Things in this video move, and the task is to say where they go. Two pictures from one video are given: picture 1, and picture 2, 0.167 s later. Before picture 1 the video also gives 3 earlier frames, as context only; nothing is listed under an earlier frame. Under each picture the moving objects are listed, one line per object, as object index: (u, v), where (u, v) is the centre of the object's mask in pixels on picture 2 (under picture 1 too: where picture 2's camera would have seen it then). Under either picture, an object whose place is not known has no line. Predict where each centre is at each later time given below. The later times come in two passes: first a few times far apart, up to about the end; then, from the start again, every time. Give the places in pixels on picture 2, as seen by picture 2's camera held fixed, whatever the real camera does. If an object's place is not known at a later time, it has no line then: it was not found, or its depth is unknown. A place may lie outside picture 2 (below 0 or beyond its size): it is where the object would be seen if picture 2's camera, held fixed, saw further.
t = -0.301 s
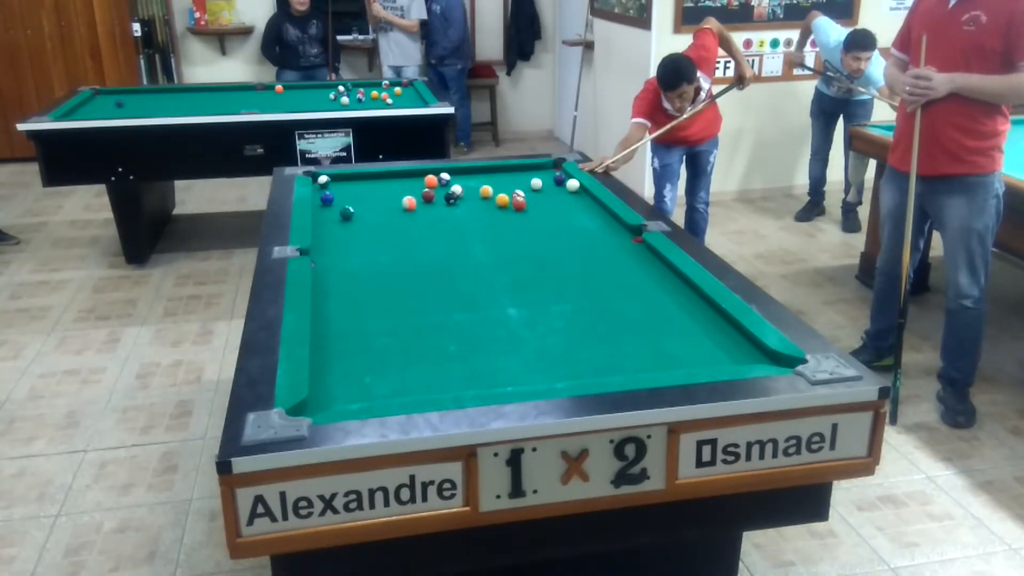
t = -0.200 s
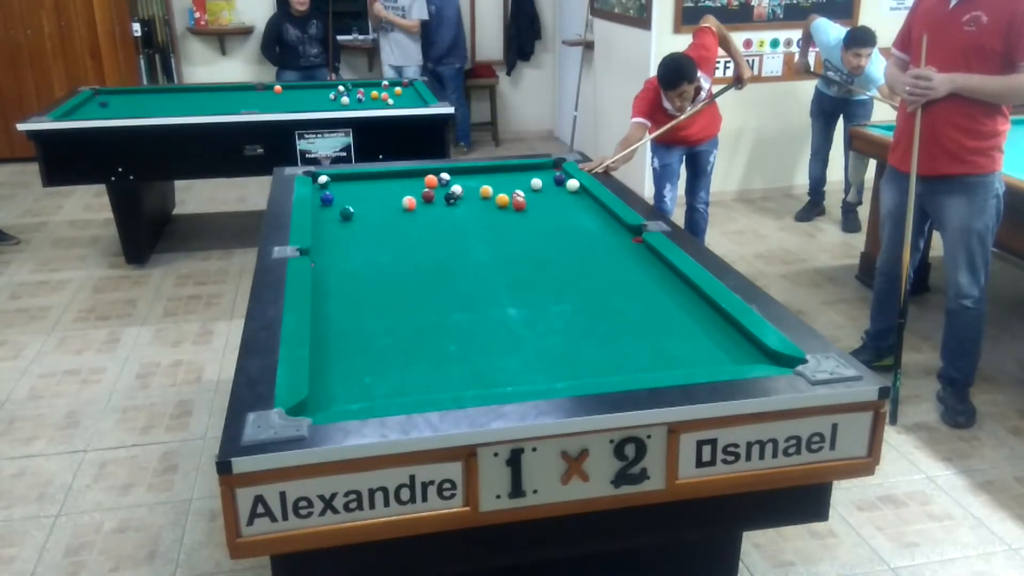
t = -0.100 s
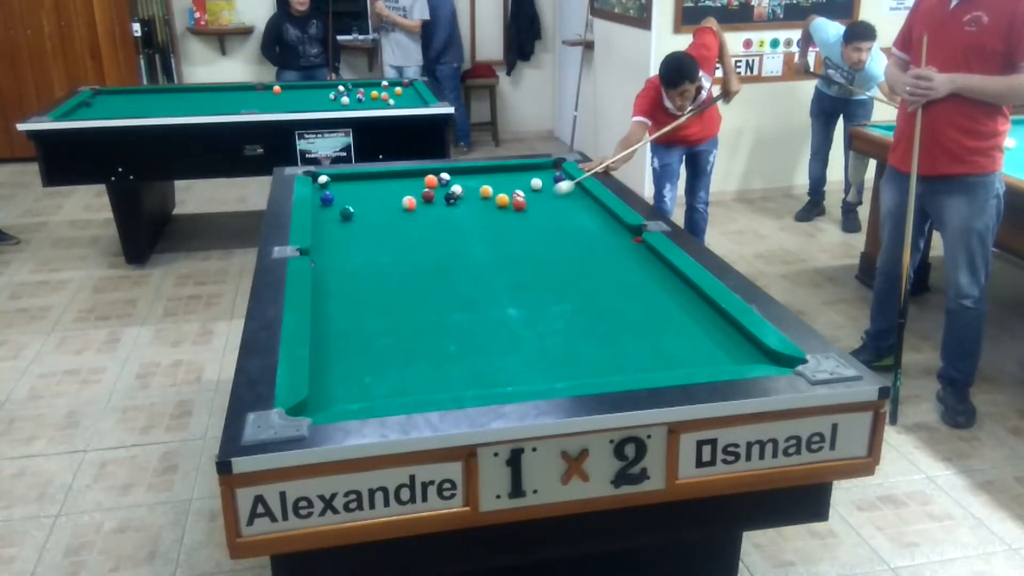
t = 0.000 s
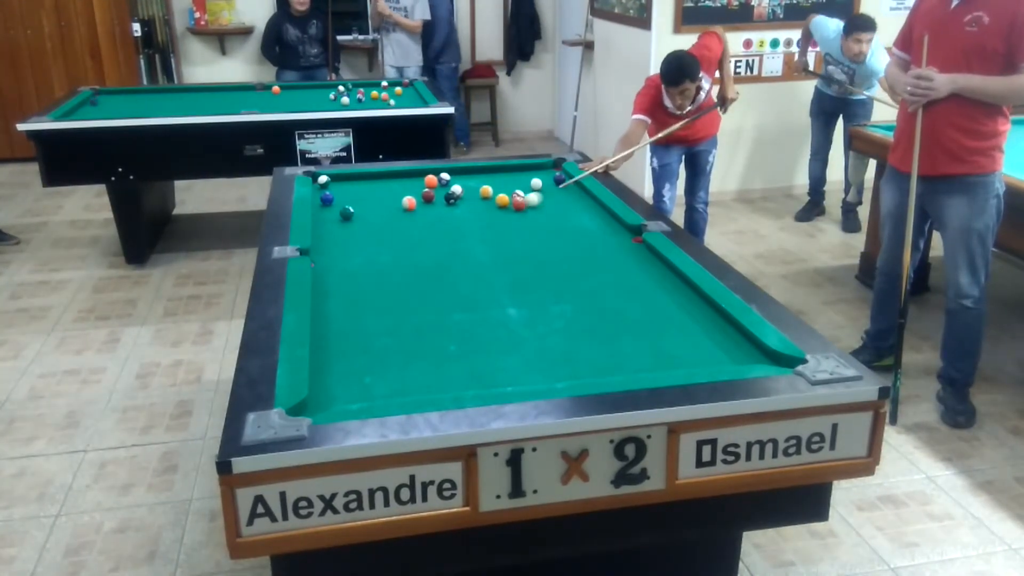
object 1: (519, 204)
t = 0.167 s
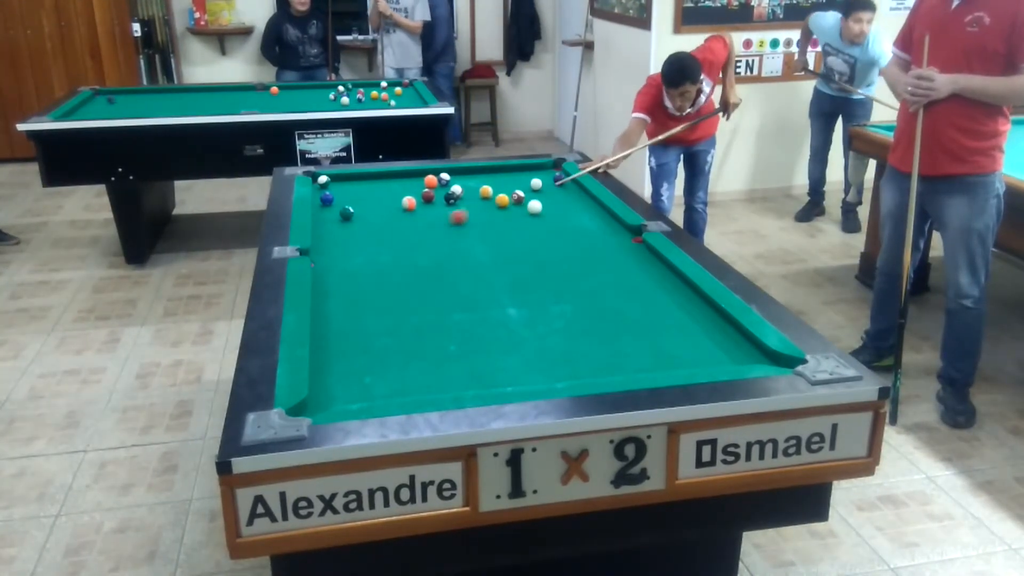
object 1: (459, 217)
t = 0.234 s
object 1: (438, 222)
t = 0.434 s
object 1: (372, 236)
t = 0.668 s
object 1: (335, 251)
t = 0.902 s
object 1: (379, 260)
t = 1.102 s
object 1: (416, 268)
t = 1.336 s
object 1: (460, 277)
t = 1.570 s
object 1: (483, 283)
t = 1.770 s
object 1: (498, 286)
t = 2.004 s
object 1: (513, 290)
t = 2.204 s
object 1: (525, 293)
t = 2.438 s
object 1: (536, 295)
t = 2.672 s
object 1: (545, 298)
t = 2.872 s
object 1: (551, 299)
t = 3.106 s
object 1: (555, 300)
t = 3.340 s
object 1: (558, 301)
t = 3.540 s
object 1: (558, 301)
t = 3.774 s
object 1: (558, 301)
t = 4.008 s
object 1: (558, 301)
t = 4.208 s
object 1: (558, 301)
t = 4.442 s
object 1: (558, 301)
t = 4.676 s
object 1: (558, 301)
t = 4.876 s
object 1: (558, 301)
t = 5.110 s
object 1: (558, 301)
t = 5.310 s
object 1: (557, 301)
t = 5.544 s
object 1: (558, 301)
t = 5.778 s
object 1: (558, 301)
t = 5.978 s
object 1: (558, 301)
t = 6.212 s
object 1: (558, 301)
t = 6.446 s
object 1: (558, 301)
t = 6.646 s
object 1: (558, 301)
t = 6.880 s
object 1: (558, 301)
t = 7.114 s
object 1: (558, 301)
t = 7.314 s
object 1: (558, 301)
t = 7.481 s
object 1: (558, 301)
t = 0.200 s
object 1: (448, 219)
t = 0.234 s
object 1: (438, 222)
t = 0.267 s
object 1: (427, 224)
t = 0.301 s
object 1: (416, 226)
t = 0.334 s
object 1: (405, 229)
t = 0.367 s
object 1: (395, 231)
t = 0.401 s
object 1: (384, 233)
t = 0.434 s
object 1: (372, 236)
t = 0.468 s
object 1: (361, 238)
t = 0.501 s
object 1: (349, 241)
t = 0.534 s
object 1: (337, 243)
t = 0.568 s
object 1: (325, 246)
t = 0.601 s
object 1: (320, 248)
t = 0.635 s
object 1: (328, 249)
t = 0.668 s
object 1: (335, 251)
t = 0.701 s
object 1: (341, 252)
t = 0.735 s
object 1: (348, 253)
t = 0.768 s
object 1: (354, 255)
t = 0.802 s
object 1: (360, 256)
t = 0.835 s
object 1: (366, 257)
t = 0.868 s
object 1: (373, 258)
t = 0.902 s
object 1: (379, 260)
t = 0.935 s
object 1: (385, 261)
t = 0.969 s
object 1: (391, 263)
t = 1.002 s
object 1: (397, 264)
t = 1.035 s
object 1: (403, 265)
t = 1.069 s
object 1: (410, 267)
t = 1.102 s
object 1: (416, 268)
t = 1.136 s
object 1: (423, 269)
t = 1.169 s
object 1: (429, 271)
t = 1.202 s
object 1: (435, 272)
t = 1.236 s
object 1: (442, 273)
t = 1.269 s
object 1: (448, 275)
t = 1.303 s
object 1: (454, 276)
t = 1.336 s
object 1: (460, 277)
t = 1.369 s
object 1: (466, 278)
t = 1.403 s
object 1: (469, 279)
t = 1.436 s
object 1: (472, 280)
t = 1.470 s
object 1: (474, 280)
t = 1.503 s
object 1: (478, 281)
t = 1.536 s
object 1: (480, 282)
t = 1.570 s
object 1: (483, 283)
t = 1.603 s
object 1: (486, 283)
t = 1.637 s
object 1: (488, 284)
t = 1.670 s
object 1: (491, 285)
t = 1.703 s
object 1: (493, 285)
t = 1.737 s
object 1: (495, 286)
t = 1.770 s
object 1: (498, 286)
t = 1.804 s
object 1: (500, 287)
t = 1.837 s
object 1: (502, 287)
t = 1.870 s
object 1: (505, 288)
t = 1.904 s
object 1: (507, 288)
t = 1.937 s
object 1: (509, 289)
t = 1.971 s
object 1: (511, 289)
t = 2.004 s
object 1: (513, 290)
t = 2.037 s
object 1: (515, 290)
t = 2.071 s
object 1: (517, 291)
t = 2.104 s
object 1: (519, 291)
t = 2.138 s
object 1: (521, 292)
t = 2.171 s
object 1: (523, 292)
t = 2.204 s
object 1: (525, 293)
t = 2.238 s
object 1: (526, 293)
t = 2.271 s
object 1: (528, 293)
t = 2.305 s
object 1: (530, 294)
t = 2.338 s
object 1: (532, 294)
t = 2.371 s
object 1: (533, 295)
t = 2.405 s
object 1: (535, 295)
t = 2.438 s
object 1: (536, 295)
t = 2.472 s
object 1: (538, 296)
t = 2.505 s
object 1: (539, 296)
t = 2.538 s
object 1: (540, 296)
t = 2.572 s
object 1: (542, 297)
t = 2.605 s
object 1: (543, 297)
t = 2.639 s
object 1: (544, 297)
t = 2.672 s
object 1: (545, 298)
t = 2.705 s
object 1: (546, 298)
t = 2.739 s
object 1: (547, 298)
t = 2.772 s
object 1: (548, 299)
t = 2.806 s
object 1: (549, 299)
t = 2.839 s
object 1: (550, 299)
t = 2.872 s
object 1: (551, 299)
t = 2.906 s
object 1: (551, 299)
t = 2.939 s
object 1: (552, 300)
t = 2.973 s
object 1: (553, 300)
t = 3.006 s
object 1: (554, 300)
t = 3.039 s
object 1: (554, 300)
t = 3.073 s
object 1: (555, 300)
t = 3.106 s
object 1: (555, 300)
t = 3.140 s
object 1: (556, 300)
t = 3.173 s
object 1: (556, 300)
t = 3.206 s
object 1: (557, 300)
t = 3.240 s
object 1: (557, 301)
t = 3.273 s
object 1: (557, 301)
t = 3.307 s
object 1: (558, 301)
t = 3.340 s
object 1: (558, 301)
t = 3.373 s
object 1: (558, 301)
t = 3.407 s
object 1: (558, 301)
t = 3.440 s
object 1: (558, 301)
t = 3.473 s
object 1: (558, 301)
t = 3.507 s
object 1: (558, 301)
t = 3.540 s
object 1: (558, 301)
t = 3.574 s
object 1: (558, 301)
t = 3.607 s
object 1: (558, 301)
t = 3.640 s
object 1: (558, 301)
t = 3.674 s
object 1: (558, 301)
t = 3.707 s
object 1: (558, 301)
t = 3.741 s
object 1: (558, 301)
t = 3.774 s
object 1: (558, 301)
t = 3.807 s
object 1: (558, 301)
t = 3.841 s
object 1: (558, 301)
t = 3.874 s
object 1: (558, 300)
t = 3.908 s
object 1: (558, 301)
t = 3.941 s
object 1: (558, 301)
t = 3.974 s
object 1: (558, 301)
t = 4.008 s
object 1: (558, 301)
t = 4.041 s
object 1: (558, 301)
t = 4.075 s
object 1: (558, 301)
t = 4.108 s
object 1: (558, 301)
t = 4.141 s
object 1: (558, 301)
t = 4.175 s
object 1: (558, 301)
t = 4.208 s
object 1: (558, 301)
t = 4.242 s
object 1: (558, 301)
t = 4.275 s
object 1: (558, 301)
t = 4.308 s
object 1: (558, 301)
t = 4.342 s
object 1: (558, 301)
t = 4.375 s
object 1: (558, 301)
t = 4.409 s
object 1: (558, 301)
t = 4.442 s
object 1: (558, 301)
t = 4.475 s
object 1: (558, 301)
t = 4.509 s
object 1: (558, 301)
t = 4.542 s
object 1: (558, 301)
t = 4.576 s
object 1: (558, 301)
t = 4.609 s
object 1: (558, 301)
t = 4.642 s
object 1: (558, 301)
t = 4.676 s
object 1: (558, 301)
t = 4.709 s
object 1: (558, 301)
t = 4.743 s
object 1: (558, 301)
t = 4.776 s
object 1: (558, 301)
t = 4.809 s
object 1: (558, 301)
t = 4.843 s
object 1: (558, 301)
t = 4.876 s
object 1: (558, 301)
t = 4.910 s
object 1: (558, 301)
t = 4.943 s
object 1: (558, 301)
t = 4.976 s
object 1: (558, 301)
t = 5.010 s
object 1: (558, 301)
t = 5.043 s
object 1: (558, 301)
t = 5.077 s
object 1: (558, 301)
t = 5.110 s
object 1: (558, 301)
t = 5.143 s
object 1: (558, 301)
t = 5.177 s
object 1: (558, 301)
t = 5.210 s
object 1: (558, 301)
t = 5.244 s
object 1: (558, 301)
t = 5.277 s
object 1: (558, 301)
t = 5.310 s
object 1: (557, 301)
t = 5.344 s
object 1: (558, 301)
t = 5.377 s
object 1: (558, 301)
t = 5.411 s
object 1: (558, 301)
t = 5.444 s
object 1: (558, 301)
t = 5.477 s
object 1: (558, 301)
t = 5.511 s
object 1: (558, 301)
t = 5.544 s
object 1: (558, 301)
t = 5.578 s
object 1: (558, 301)
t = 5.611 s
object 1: (558, 301)
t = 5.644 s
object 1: (558, 301)
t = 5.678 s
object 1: (558, 301)
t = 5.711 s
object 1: (558, 301)
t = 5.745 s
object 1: (558, 300)
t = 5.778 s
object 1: (558, 301)
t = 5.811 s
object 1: (558, 301)
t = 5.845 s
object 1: (558, 301)
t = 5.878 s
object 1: (558, 301)
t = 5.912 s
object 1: (558, 301)
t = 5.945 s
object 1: (558, 301)
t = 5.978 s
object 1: (558, 301)
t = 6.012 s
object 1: (558, 300)
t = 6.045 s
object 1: (558, 300)
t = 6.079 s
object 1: (558, 301)
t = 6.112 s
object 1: (558, 301)
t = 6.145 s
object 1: (558, 300)
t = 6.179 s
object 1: (558, 301)
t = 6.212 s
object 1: (558, 301)
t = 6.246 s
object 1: (558, 300)
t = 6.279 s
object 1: (558, 300)
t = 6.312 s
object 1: (558, 301)
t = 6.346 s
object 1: (558, 300)
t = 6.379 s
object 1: (558, 301)
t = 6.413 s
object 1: (558, 300)
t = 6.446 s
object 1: (558, 301)
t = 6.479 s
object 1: (558, 301)
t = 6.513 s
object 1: (557, 301)
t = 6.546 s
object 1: (557, 301)
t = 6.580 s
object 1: (558, 301)
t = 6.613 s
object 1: (558, 301)
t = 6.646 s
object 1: (558, 301)
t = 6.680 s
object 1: (558, 301)
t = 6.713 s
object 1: (557, 301)
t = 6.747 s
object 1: (557, 302)
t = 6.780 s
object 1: (556, 305)
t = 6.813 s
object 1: (559, 295)
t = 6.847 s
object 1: (558, 299)
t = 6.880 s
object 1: (558, 301)
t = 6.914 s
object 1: (558, 301)
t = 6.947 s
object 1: (558, 301)
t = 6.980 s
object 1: (558, 301)
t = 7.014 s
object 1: (558, 301)
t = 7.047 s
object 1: (558, 301)
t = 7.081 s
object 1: (558, 301)
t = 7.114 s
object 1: (558, 301)
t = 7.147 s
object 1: (558, 301)
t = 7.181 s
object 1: (558, 301)
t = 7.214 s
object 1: (558, 301)
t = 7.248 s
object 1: (557, 301)
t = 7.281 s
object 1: (558, 301)
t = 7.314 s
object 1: (558, 301)
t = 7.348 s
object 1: (558, 301)
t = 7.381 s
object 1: (558, 301)
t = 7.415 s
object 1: (558, 301)
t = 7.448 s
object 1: (558, 301)
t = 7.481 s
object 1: (558, 301)
